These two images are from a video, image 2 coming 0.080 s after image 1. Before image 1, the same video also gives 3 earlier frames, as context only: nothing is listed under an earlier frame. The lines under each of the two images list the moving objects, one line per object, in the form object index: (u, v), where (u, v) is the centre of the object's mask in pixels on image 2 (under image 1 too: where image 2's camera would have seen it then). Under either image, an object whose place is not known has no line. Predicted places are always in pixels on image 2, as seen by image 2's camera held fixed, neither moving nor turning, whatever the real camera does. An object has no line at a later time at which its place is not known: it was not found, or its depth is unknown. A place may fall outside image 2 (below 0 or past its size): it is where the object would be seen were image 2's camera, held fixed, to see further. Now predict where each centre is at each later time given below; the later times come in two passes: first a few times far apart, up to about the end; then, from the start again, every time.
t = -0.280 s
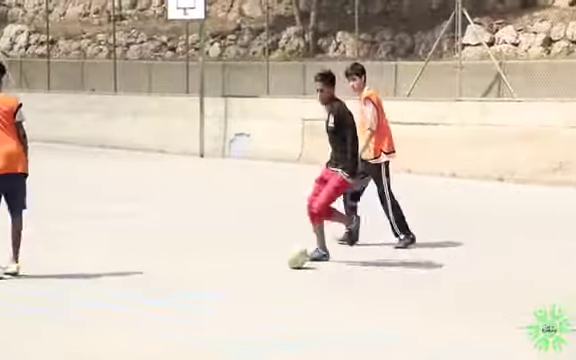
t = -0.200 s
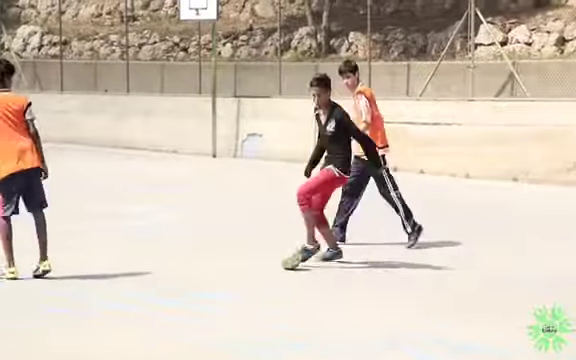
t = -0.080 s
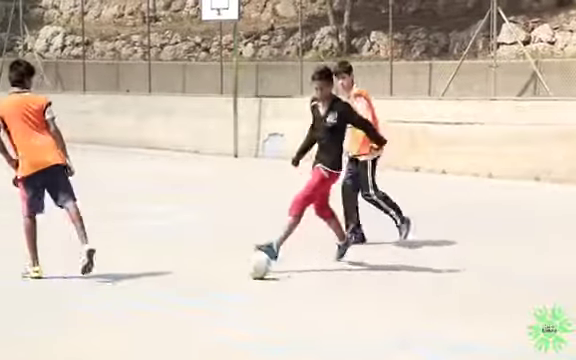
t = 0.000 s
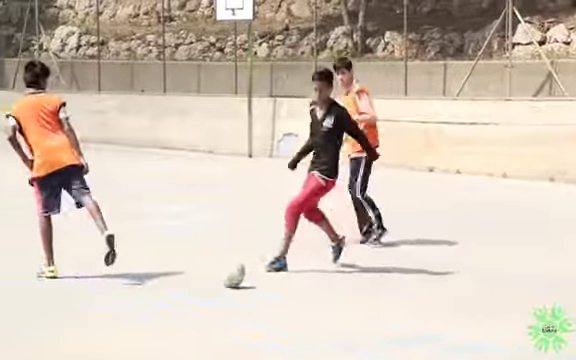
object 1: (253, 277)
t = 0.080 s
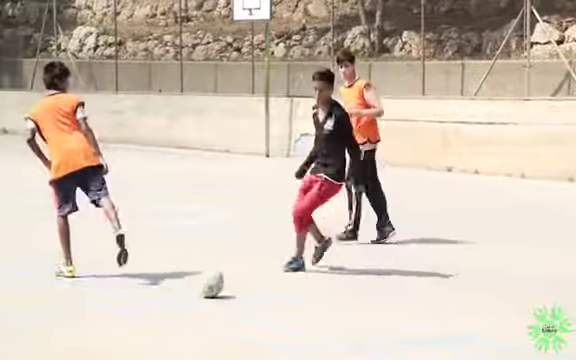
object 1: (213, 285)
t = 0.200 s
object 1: (146, 296)
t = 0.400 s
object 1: (35, 326)
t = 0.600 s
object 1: (-86, 348)
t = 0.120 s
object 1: (189, 287)
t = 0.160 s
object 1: (166, 291)
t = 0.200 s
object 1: (146, 296)
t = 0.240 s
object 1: (126, 303)
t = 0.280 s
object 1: (102, 307)
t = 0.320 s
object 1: (79, 313)
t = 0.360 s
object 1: (58, 319)
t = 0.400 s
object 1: (35, 326)
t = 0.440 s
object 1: (12, 330)
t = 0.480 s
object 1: (-12, 336)
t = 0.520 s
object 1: (-35, 339)
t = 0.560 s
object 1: (-60, 345)
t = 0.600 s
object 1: (-86, 348)
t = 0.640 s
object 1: (-111, 351)
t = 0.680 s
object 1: (-137, 356)
